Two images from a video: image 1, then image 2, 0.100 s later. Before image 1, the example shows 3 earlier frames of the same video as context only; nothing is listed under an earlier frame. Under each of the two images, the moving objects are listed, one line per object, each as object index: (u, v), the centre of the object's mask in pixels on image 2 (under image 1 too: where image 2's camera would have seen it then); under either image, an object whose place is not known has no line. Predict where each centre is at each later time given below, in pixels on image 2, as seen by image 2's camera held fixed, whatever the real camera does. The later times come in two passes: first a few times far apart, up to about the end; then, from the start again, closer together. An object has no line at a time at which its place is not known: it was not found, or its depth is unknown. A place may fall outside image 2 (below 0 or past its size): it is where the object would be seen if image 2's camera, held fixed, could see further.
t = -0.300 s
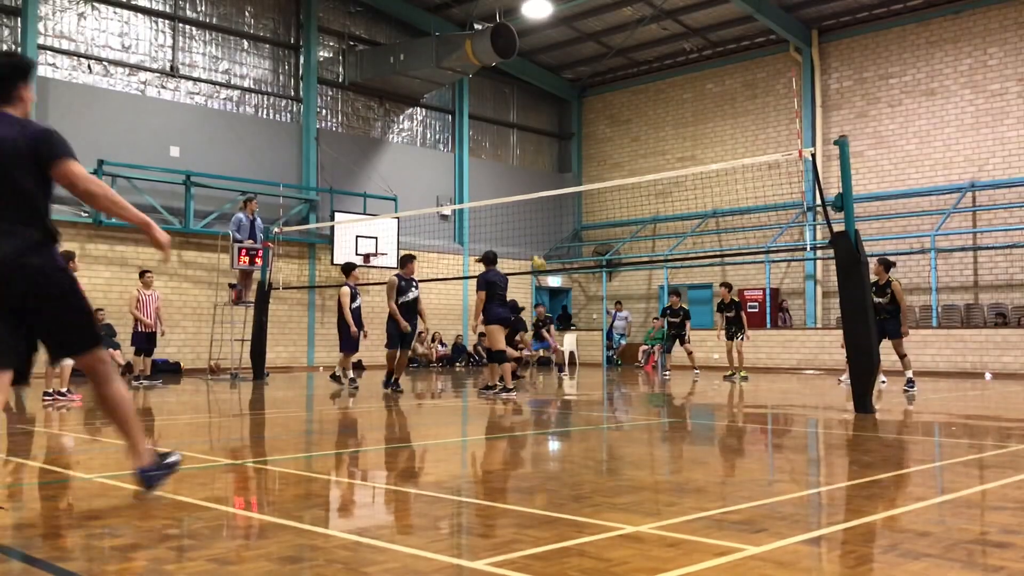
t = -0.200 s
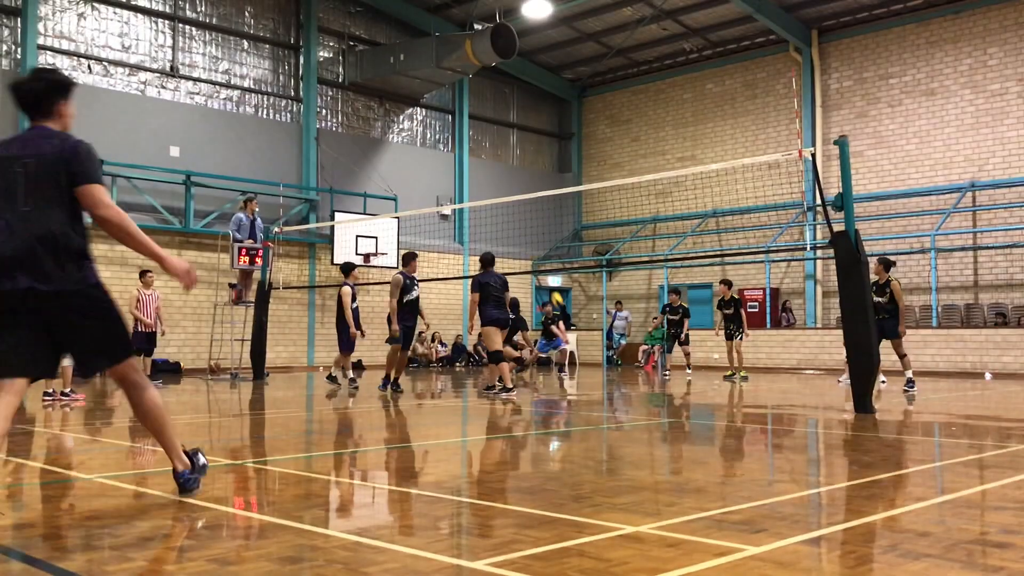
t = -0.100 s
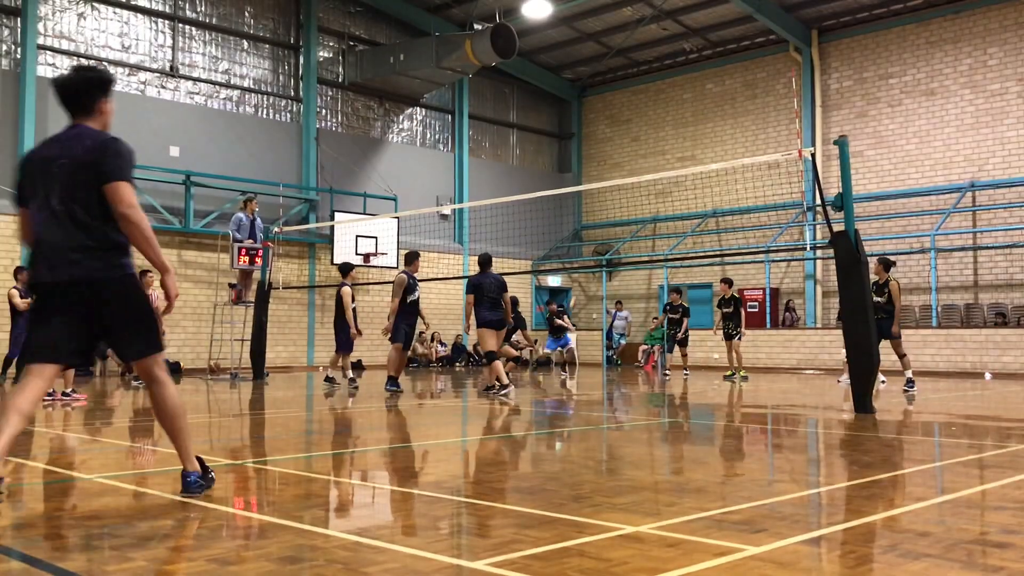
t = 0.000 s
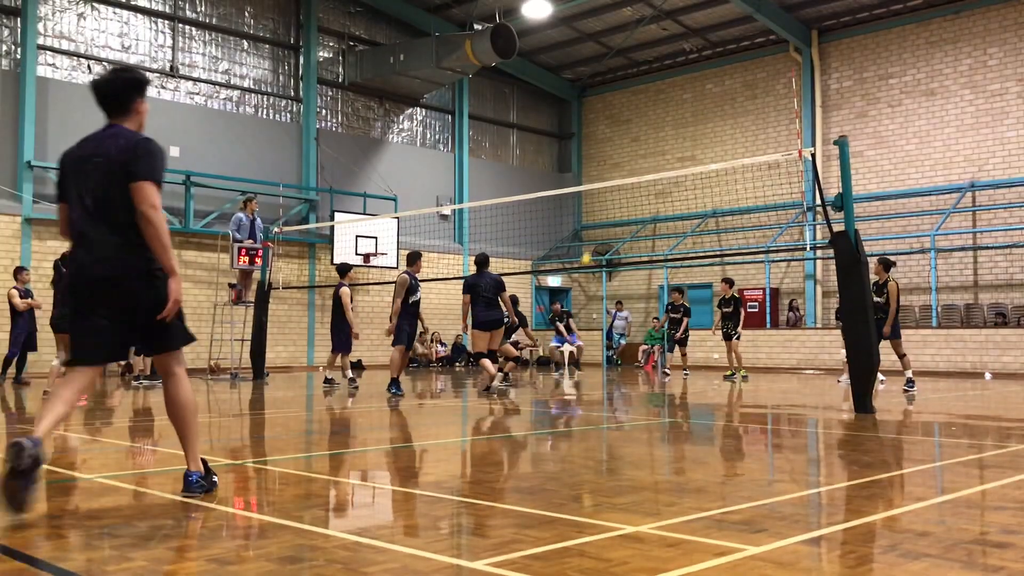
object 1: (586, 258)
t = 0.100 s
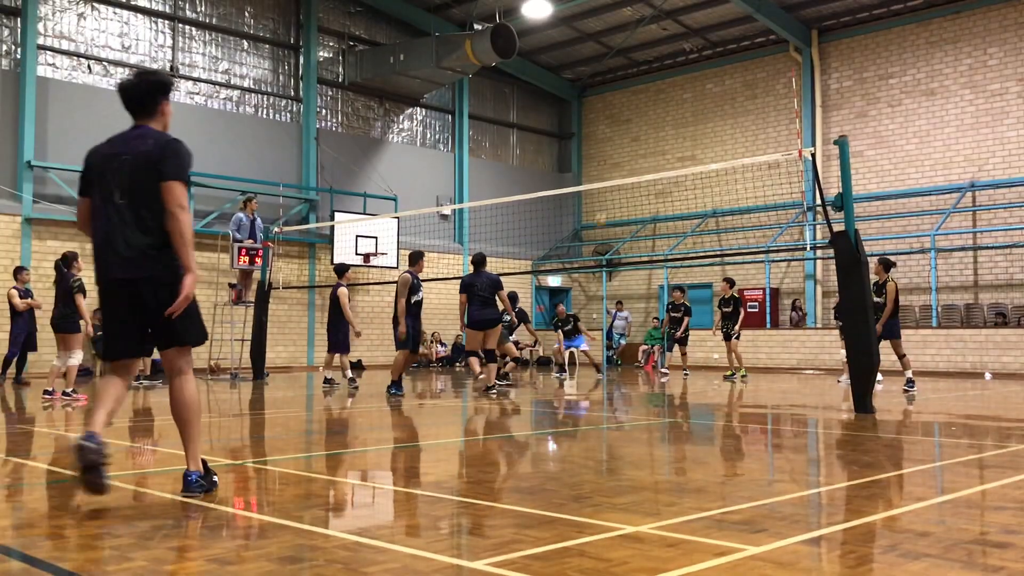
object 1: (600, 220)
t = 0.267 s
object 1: (625, 164)
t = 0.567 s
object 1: (673, 101)
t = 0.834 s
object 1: (715, 88)
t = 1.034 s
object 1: (748, 103)
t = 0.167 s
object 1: (610, 195)
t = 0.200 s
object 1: (614, 189)
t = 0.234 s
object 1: (620, 174)
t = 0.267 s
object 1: (625, 164)
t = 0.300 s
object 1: (630, 155)
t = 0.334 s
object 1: (635, 147)
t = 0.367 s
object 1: (640, 139)
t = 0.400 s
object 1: (646, 130)
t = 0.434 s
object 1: (651, 124)
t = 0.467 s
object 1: (656, 118)
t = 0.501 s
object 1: (661, 112)
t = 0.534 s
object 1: (666, 106)
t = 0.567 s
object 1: (673, 101)
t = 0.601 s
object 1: (678, 98)
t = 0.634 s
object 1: (682, 95)
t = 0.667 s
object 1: (688, 92)
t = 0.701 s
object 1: (693, 89)
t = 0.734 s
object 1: (700, 88)
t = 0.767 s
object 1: (705, 87)
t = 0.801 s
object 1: (710, 87)
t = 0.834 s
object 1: (715, 88)
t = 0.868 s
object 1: (720, 88)
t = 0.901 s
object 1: (728, 90)
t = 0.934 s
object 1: (732, 92)
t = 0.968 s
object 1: (738, 97)
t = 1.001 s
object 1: (743, 100)
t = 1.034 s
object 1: (748, 103)
